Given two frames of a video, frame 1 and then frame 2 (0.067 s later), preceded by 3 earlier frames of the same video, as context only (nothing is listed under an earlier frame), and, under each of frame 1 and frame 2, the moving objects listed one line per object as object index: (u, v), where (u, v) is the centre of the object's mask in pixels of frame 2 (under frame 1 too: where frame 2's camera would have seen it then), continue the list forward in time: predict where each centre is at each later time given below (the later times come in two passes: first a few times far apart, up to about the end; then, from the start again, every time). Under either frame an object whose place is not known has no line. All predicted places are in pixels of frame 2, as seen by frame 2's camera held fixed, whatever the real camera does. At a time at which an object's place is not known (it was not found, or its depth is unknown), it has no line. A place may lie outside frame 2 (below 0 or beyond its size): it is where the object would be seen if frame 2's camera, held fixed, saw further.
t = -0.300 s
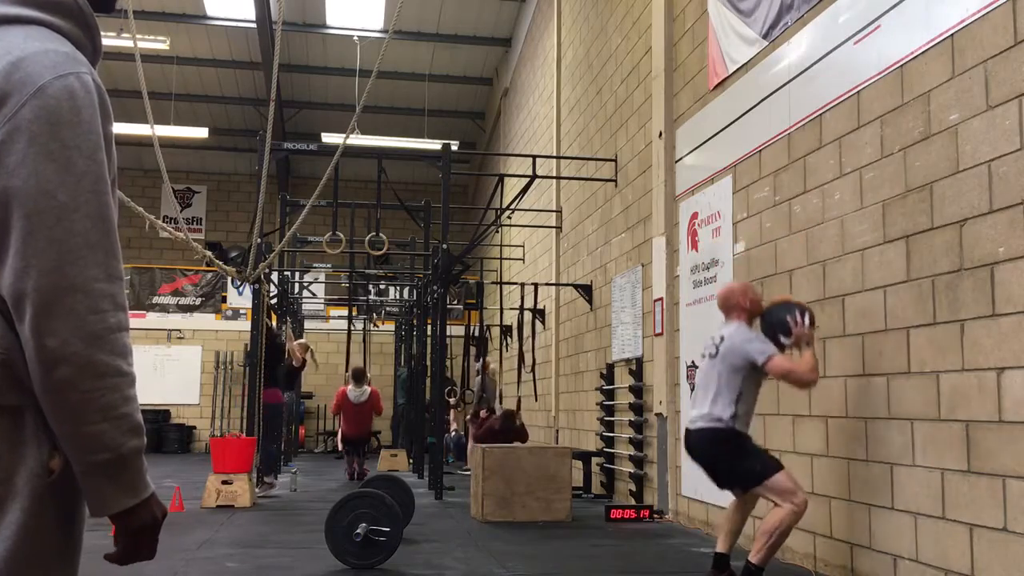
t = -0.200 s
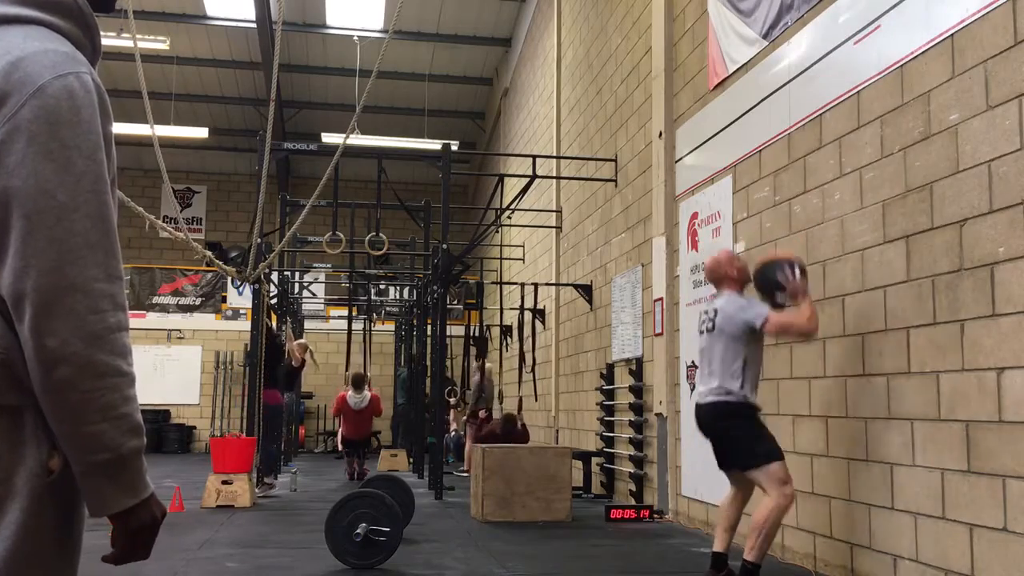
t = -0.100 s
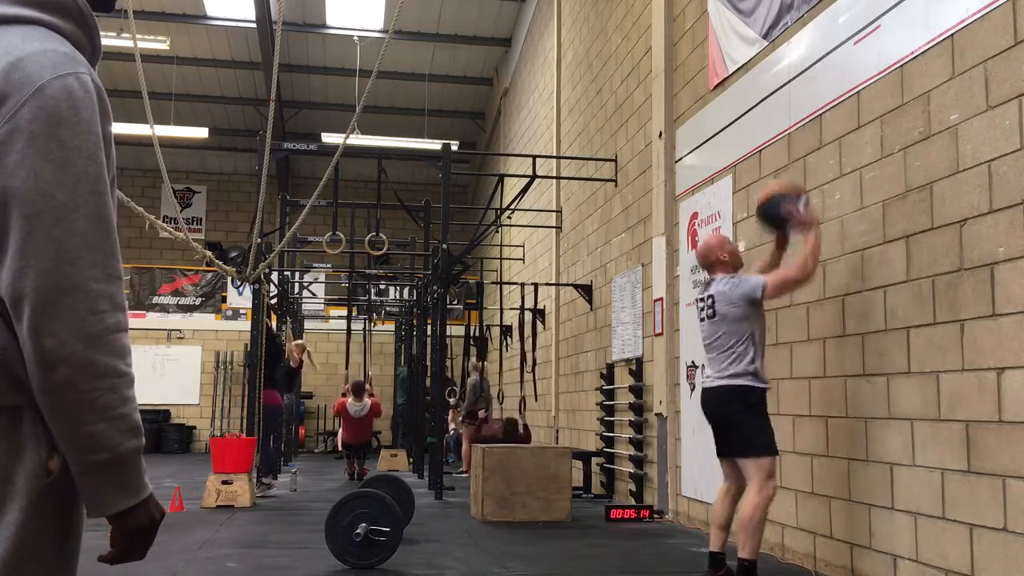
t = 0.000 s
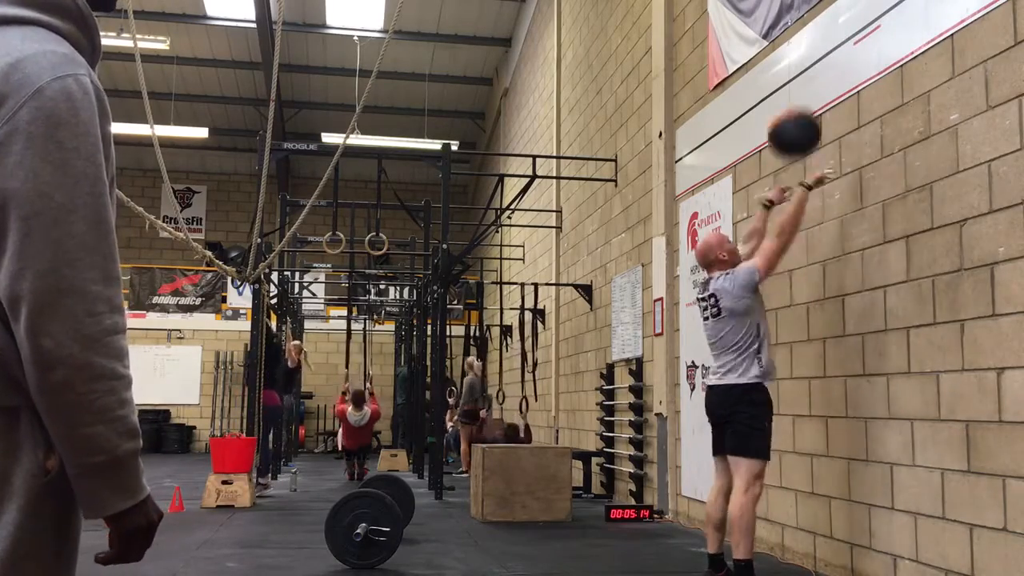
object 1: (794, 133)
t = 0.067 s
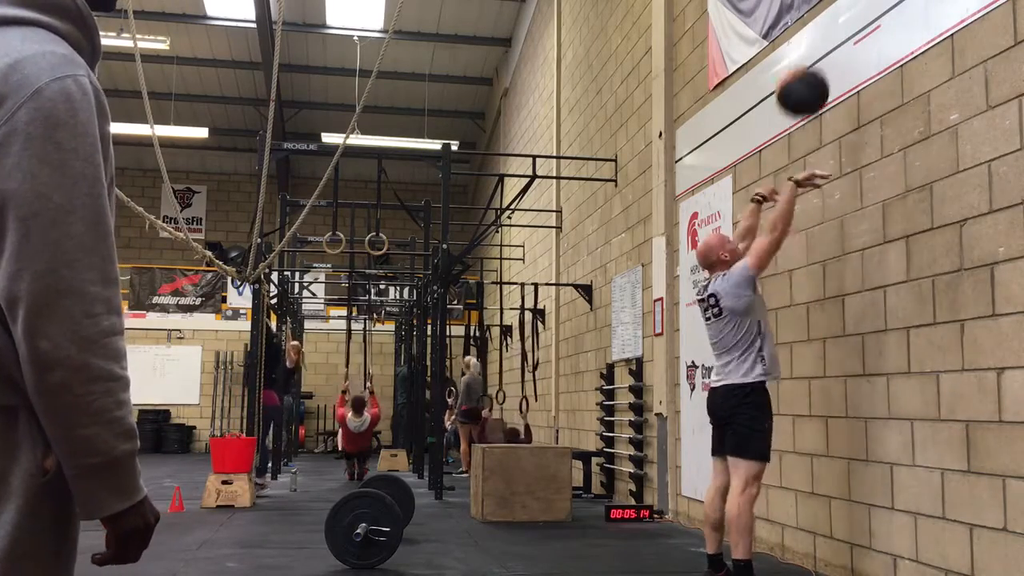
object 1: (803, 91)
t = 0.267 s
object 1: (828, 20)
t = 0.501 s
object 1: (833, 21)
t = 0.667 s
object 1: (818, 77)
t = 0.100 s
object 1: (807, 75)
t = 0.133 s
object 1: (811, 59)
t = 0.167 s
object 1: (815, 46)
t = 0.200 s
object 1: (819, 34)
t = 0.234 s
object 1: (824, 25)
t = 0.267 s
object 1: (828, 20)
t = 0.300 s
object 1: (831, 17)
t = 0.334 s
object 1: (836, 15)
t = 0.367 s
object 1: (840, 14)
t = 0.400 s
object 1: (843, 15)
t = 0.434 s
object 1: (839, 15)
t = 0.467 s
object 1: (836, 17)
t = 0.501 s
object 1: (833, 21)
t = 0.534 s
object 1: (830, 26)
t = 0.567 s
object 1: (827, 35)
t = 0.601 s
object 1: (824, 47)
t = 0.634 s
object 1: (821, 62)
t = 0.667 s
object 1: (818, 77)
